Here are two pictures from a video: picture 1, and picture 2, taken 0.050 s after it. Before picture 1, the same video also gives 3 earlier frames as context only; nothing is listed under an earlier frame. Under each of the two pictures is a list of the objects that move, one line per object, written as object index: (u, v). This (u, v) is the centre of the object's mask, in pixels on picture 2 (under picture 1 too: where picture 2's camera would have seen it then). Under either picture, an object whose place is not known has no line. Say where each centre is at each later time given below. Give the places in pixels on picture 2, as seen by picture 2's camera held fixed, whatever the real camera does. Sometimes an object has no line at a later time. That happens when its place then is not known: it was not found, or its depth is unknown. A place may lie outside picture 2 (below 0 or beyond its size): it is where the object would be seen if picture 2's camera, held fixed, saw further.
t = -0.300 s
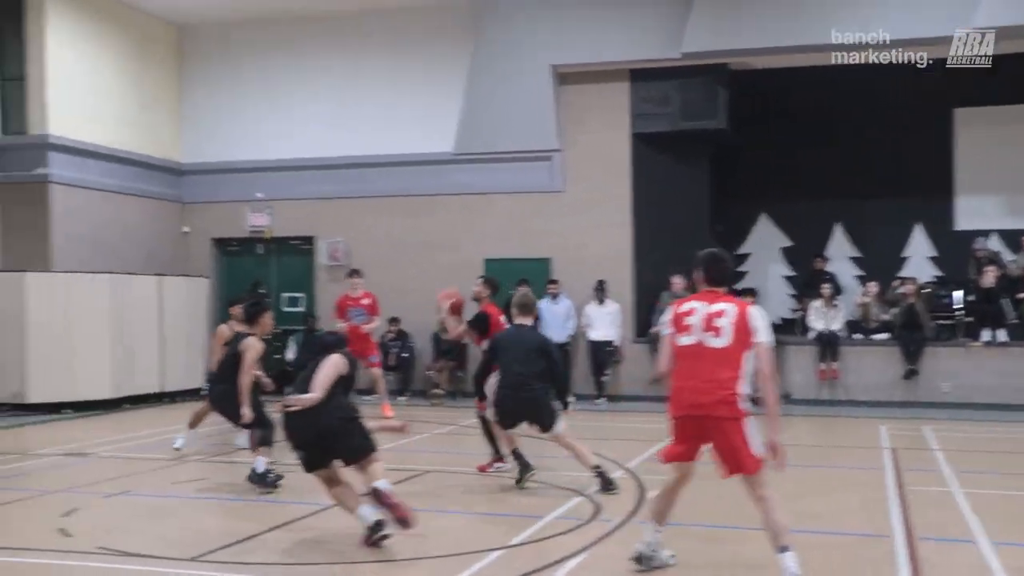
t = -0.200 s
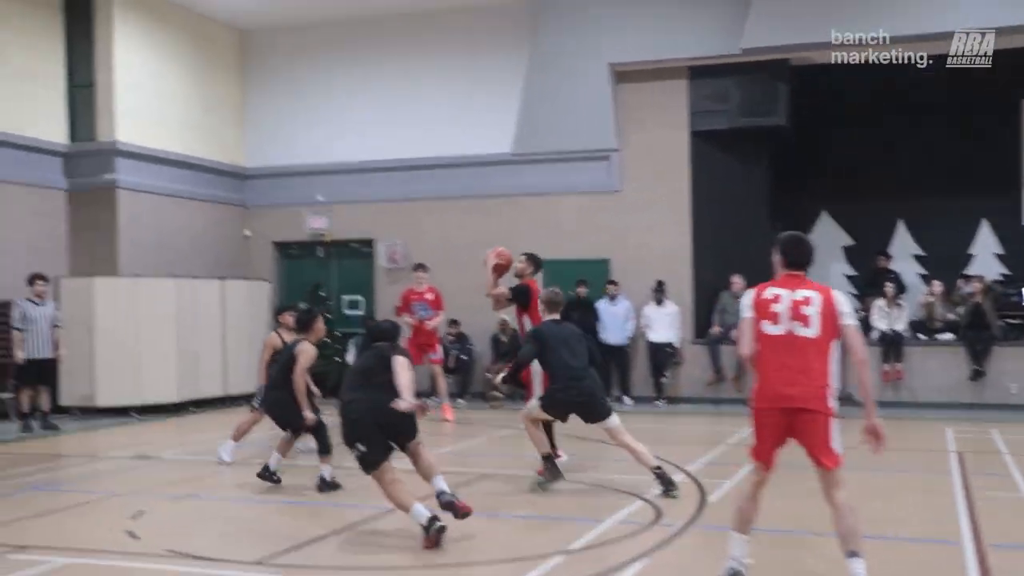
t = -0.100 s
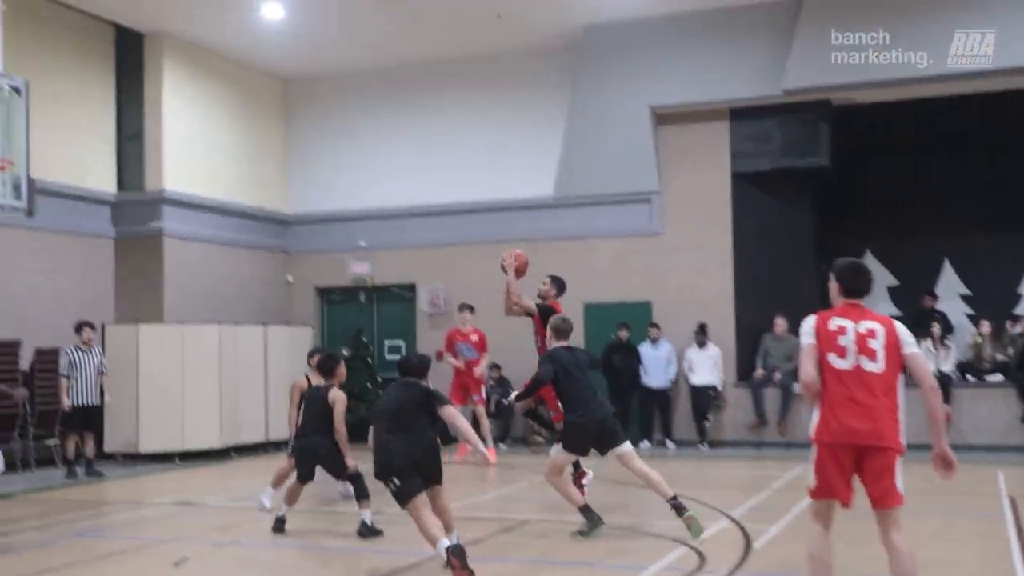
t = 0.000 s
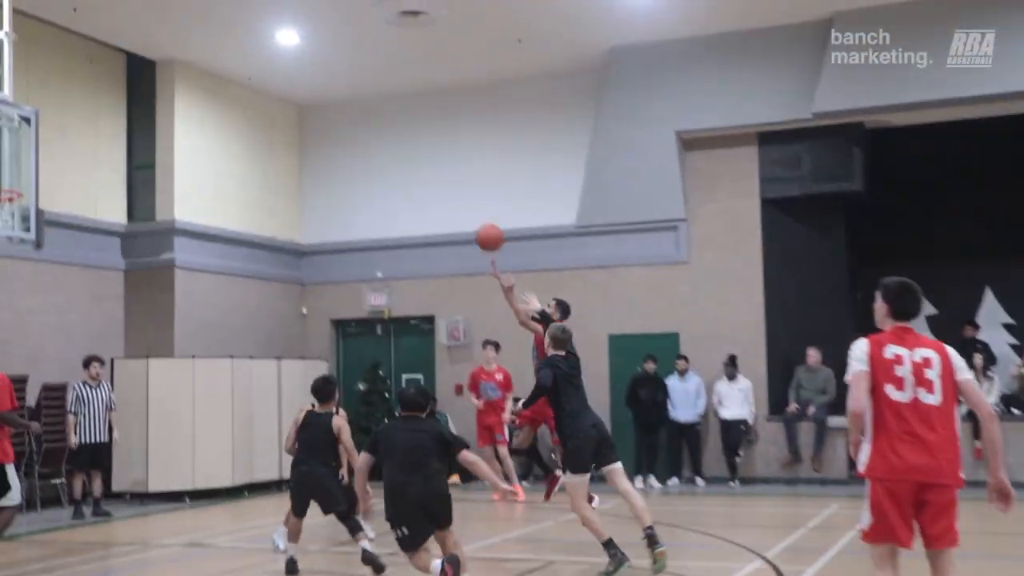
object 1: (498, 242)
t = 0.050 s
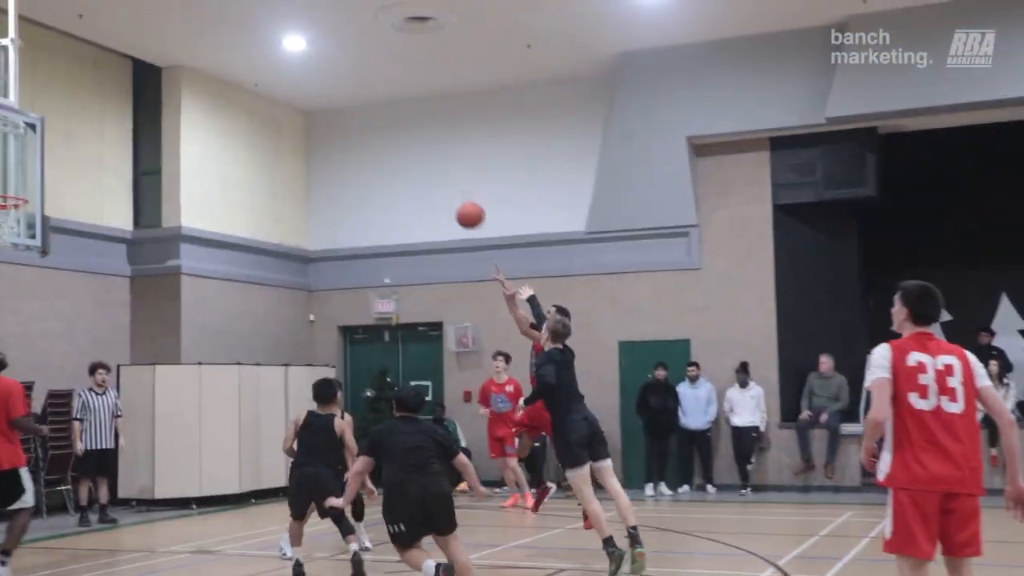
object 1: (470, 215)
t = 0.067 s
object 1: (460, 206)
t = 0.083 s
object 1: (451, 198)
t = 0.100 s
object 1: (442, 190)
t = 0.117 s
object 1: (431, 182)
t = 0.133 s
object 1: (422, 175)
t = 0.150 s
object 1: (412, 168)
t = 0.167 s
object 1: (403, 161)
